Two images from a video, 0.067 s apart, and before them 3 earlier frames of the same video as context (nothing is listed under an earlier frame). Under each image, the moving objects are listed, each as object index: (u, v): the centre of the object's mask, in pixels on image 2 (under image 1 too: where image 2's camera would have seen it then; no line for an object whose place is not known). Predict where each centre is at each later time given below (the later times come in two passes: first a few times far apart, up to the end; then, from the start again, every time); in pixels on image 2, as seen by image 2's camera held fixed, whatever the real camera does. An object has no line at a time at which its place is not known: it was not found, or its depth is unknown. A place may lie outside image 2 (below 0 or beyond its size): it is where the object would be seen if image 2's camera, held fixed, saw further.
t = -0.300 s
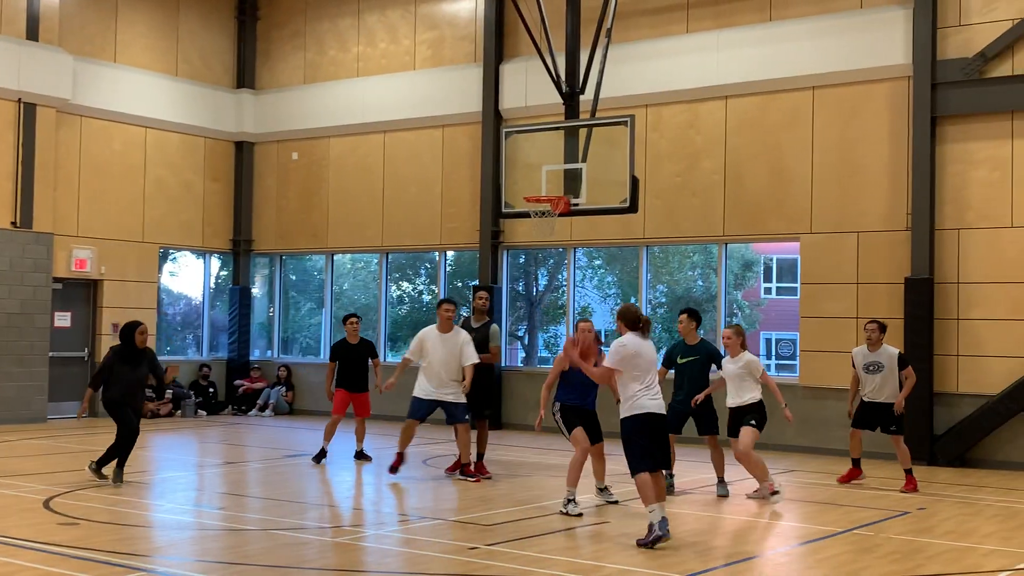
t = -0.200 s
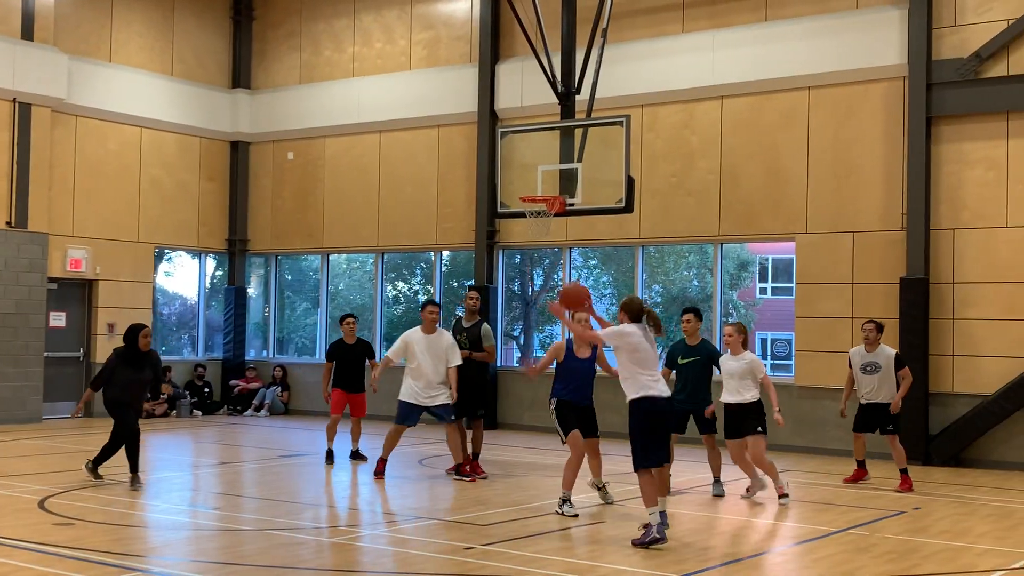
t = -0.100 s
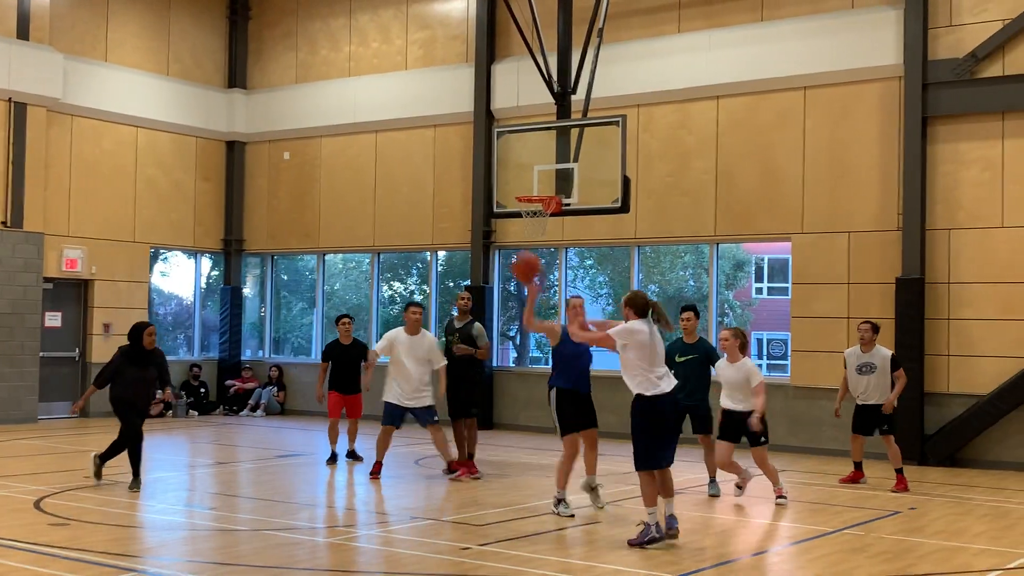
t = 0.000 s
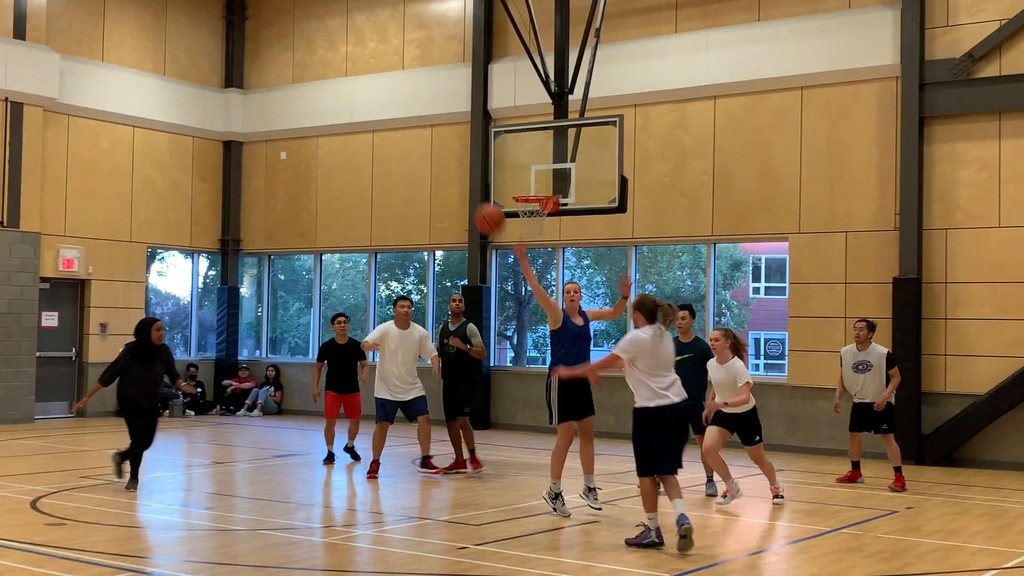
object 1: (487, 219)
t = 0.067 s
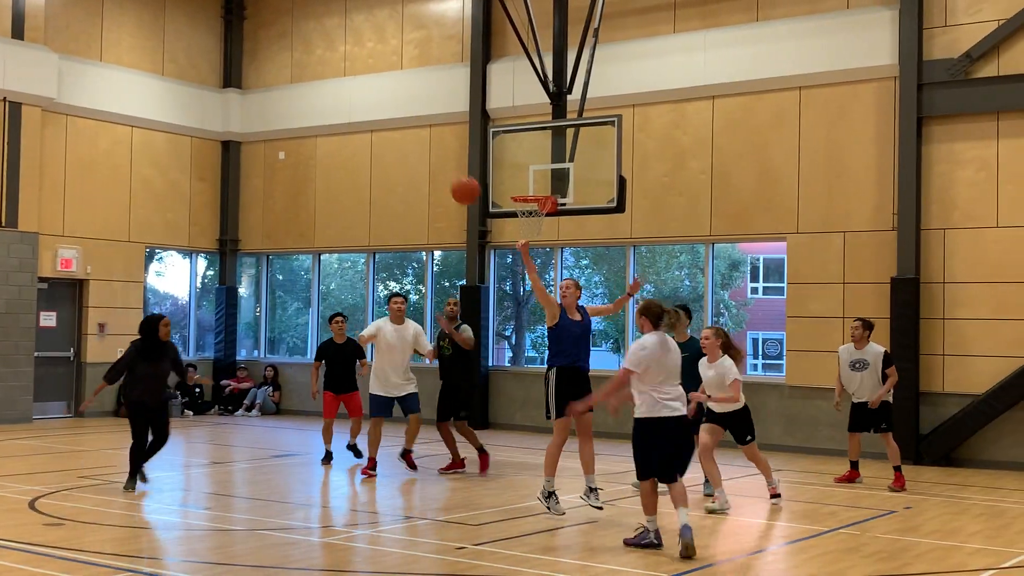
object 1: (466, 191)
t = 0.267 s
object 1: (400, 138)
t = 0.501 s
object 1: (329, 139)
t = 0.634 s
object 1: (291, 166)
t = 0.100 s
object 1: (454, 179)
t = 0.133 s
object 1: (443, 168)
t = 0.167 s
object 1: (432, 158)
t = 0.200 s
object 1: (421, 150)
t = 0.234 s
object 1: (410, 144)
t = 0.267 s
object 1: (400, 138)
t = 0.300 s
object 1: (389, 135)
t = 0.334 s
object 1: (379, 132)
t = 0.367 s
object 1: (369, 131)
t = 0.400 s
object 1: (359, 131)
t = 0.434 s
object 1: (349, 133)
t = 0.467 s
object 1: (339, 136)
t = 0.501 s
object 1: (329, 139)
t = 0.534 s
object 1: (320, 144)
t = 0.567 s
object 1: (310, 150)
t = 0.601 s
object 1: (301, 158)
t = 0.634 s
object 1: (291, 166)
